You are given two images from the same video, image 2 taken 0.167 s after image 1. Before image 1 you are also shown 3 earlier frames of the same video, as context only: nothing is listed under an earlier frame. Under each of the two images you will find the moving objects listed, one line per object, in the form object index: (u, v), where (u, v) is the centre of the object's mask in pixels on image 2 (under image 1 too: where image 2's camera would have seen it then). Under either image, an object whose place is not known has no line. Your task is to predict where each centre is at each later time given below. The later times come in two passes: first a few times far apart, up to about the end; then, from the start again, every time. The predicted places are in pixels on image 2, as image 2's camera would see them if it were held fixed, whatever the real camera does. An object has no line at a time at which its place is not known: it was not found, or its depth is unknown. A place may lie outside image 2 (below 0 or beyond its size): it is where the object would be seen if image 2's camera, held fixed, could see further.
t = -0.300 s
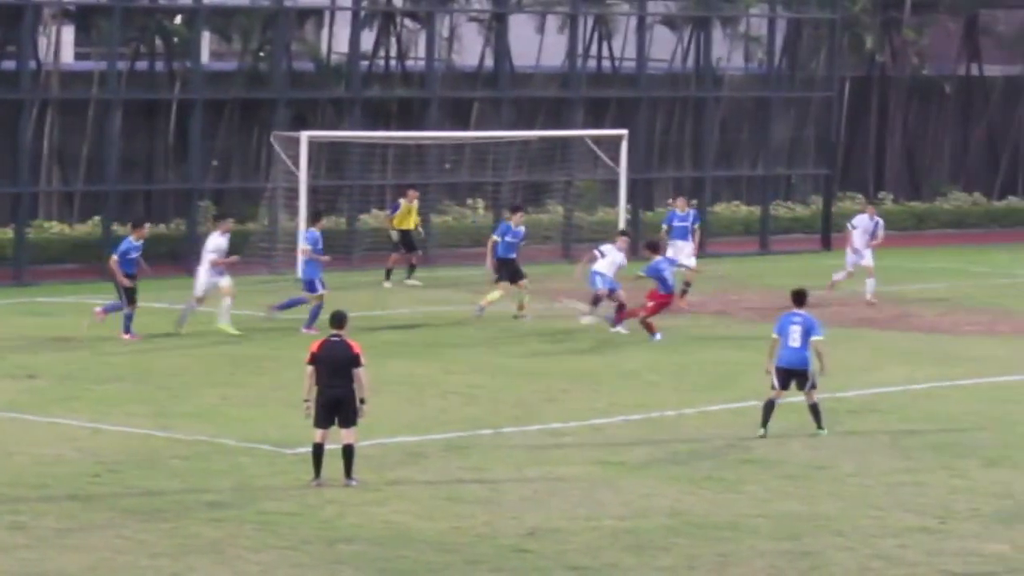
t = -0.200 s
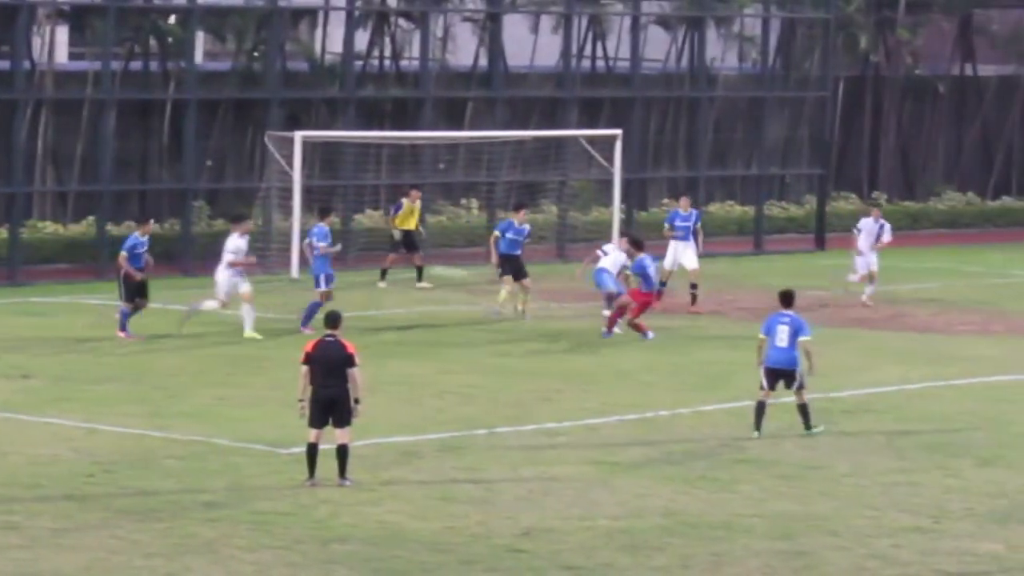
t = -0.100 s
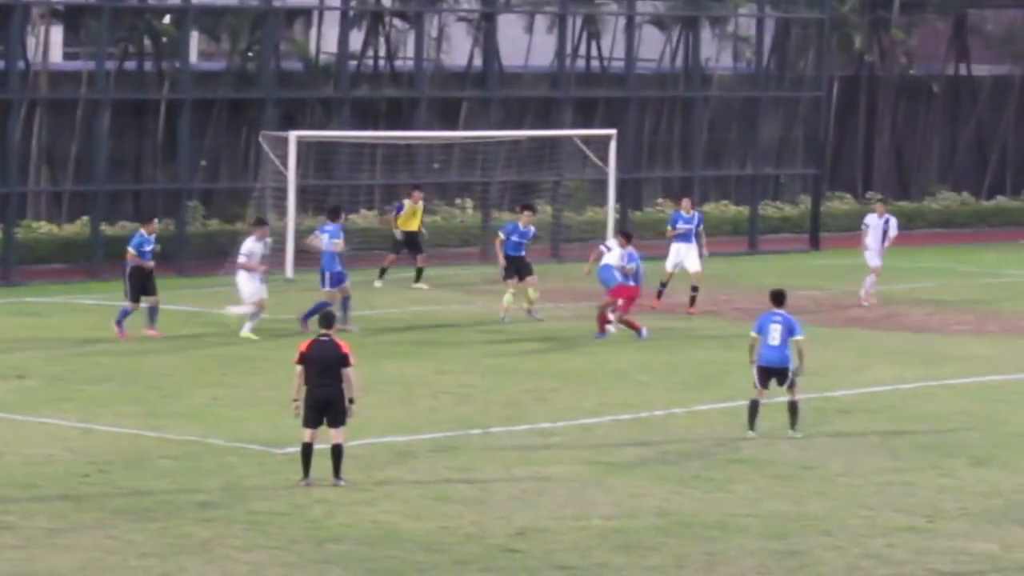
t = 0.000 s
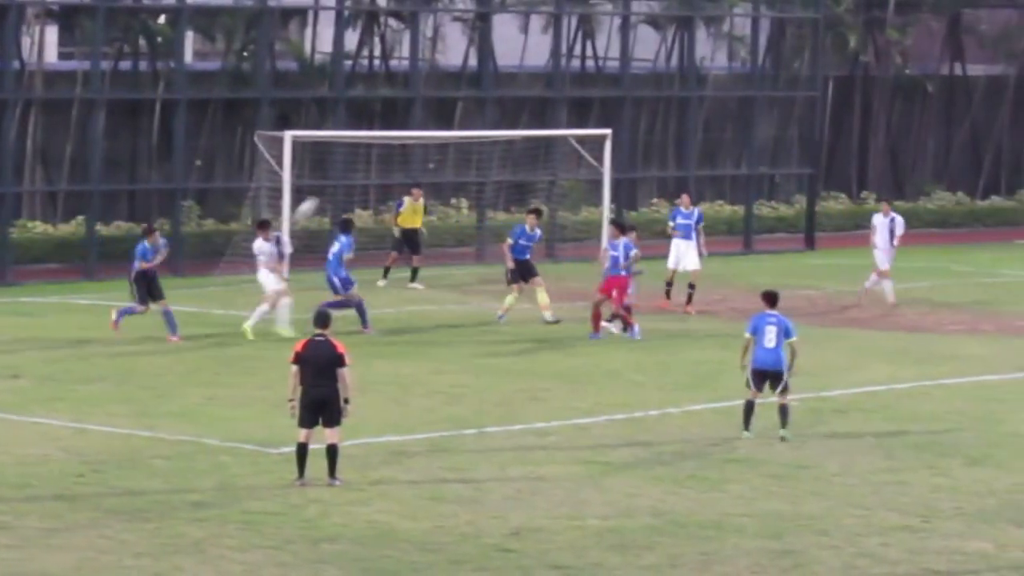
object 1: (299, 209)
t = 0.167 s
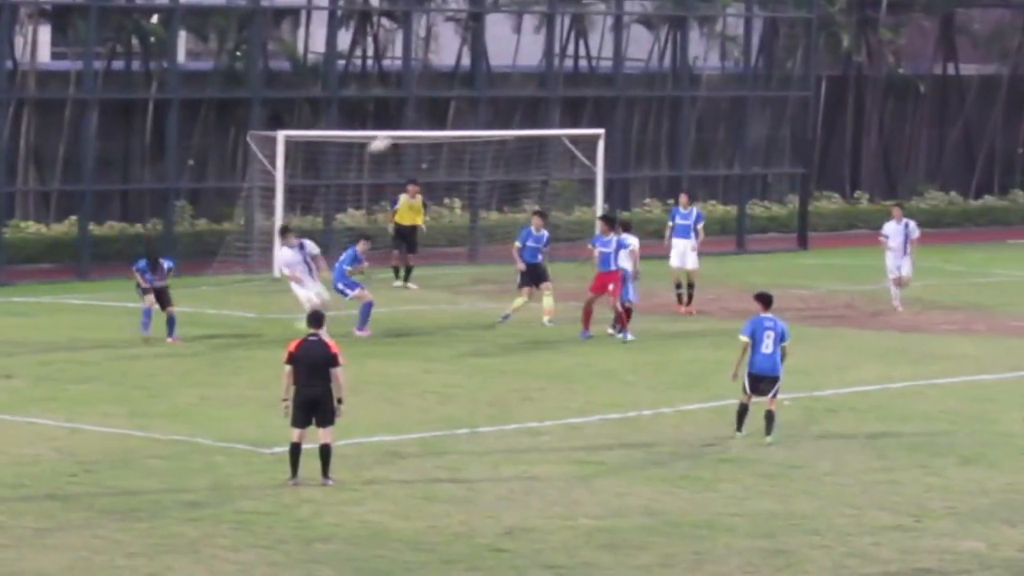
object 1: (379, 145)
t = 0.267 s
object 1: (425, 116)
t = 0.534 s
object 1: (536, 76)
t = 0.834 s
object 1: (646, 89)
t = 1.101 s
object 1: (734, 149)
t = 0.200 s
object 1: (395, 134)
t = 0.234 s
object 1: (410, 123)
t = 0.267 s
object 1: (425, 116)
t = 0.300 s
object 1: (440, 109)
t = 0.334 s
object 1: (454, 101)
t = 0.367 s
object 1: (468, 95)
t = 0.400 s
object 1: (482, 90)
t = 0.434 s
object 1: (495, 85)
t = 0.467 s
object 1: (509, 81)
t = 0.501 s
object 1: (522, 79)
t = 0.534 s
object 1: (536, 76)
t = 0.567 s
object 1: (549, 75)
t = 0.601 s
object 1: (561, 74)
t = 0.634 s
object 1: (574, 74)
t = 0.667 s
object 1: (587, 75)
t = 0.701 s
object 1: (599, 77)
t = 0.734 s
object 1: (611, 79)
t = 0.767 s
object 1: (623, 82)
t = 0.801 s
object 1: (634, 85)
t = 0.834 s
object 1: (646, 89)
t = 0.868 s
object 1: (658, 95)
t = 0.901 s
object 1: (669, 100)
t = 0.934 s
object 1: (680, 107)
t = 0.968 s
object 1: (692, 114)
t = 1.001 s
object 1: (702, 122)
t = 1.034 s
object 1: (713, 130)
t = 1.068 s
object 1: (724, 139)
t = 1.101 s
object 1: (734, 149)
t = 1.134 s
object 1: (744, 159)
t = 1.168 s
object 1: (753, 169)
